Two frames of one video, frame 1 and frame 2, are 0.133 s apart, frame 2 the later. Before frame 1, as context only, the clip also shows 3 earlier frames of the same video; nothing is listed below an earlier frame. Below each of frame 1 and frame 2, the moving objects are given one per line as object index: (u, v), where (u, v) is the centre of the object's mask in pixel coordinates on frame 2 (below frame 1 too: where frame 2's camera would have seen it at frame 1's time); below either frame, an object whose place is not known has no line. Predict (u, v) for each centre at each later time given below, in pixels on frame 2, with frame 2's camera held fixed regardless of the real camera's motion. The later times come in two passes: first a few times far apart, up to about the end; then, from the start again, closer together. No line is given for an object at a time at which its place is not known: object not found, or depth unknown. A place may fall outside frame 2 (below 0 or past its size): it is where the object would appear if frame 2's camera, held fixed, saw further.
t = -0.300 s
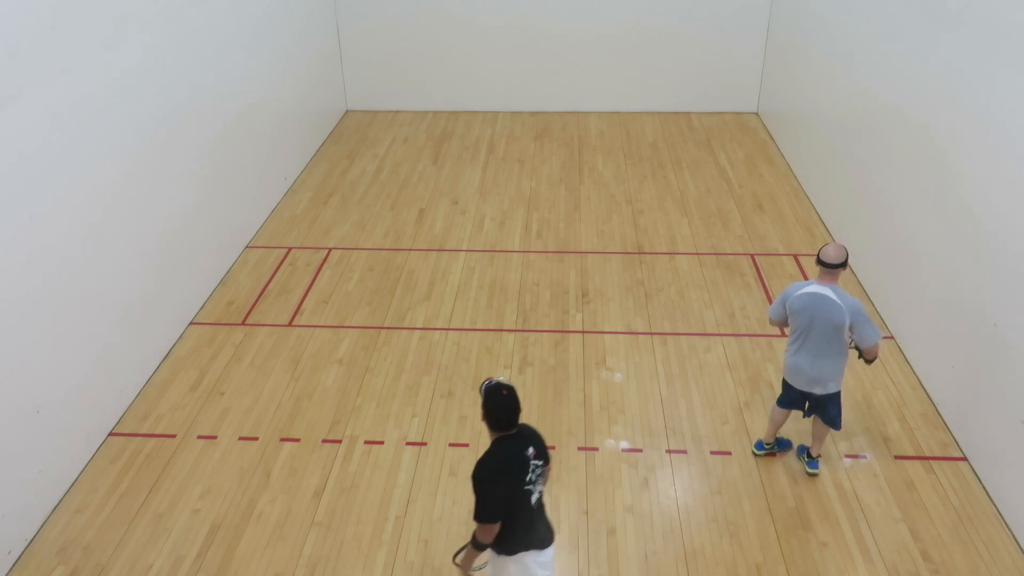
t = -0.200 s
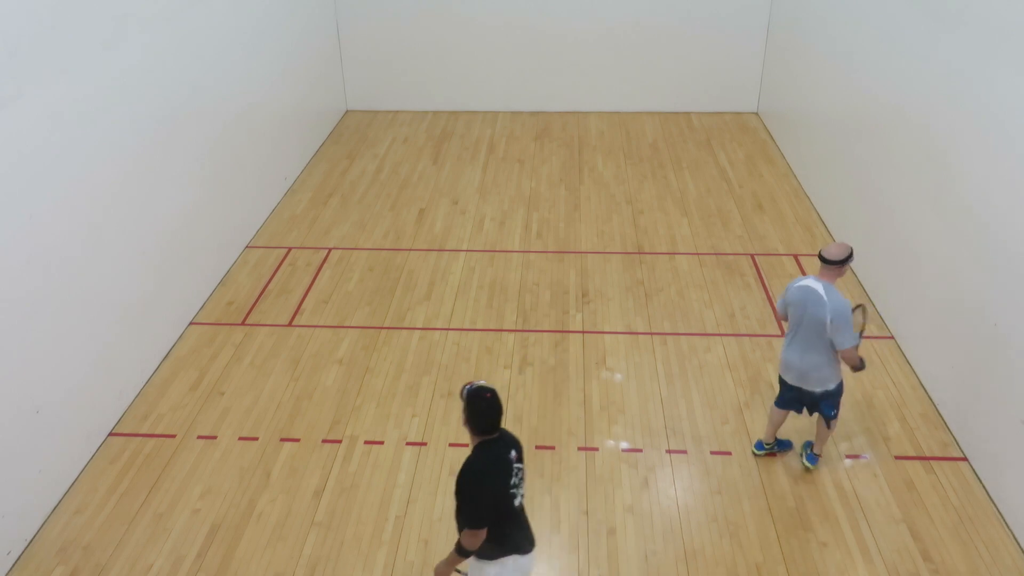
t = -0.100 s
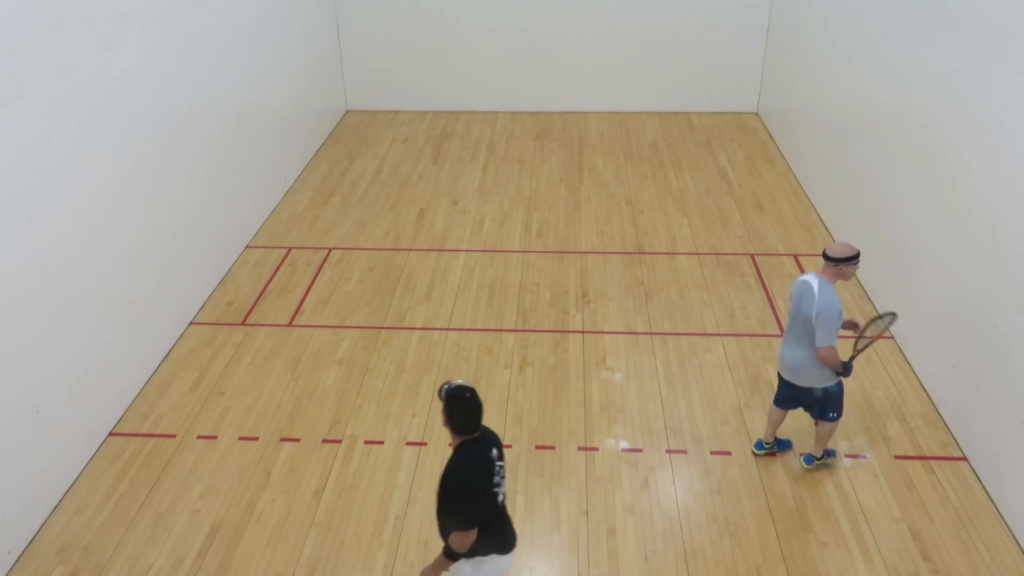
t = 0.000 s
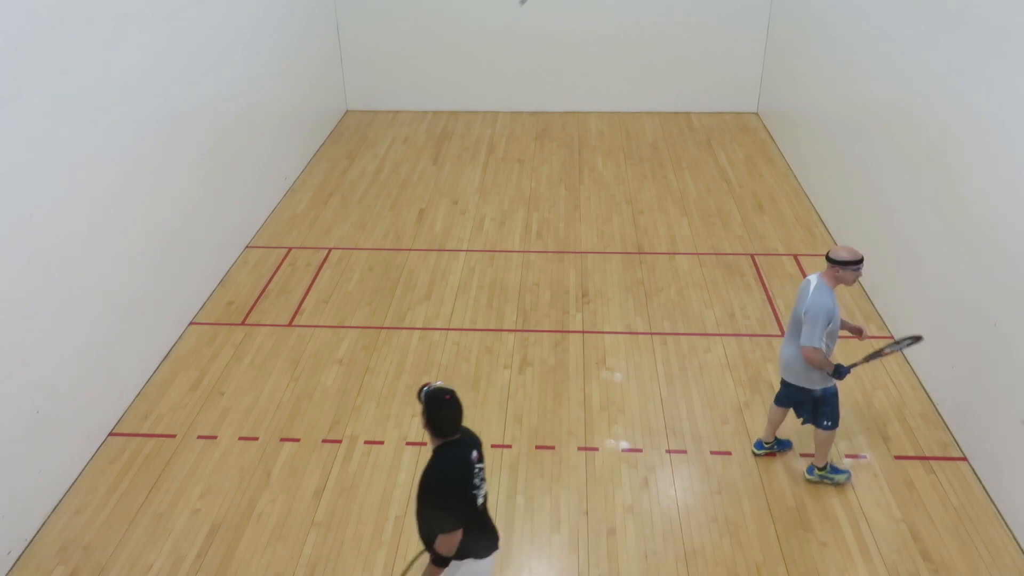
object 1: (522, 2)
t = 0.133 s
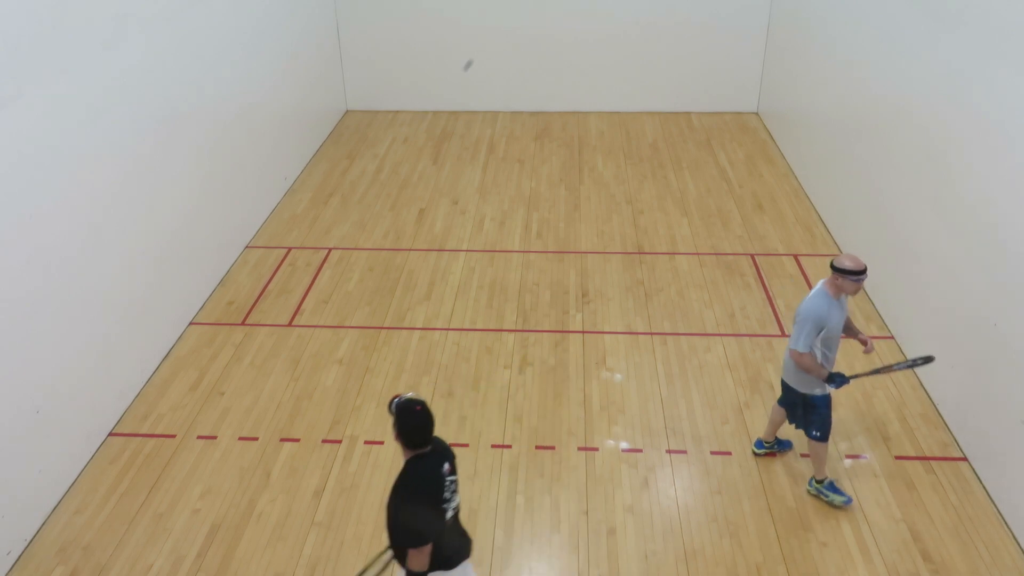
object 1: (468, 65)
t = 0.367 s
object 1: (360, 241)
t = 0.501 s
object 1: (293, 380)
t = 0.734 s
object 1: (187, 286)
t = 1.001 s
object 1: (50, 239)
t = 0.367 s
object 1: (360, 241)
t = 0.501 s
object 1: (293, 380)
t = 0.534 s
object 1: (279, 365)
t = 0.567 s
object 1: (265, 350)
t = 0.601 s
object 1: (250, 335)
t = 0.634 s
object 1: (234, 321)
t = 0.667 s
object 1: (218, 309)
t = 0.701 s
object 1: (202, 296)
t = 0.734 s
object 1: (187, 286)
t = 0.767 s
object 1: (170, 276)
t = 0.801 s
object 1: (153, 266)
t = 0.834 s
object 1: (136, 258)
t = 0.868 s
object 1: (119, 252)
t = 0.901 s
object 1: (102, 247)
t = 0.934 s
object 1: (85, 243)
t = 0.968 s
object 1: (67, 240)
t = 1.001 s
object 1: (50, 239)
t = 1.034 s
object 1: (33, 240)
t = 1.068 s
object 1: (18, 242)
